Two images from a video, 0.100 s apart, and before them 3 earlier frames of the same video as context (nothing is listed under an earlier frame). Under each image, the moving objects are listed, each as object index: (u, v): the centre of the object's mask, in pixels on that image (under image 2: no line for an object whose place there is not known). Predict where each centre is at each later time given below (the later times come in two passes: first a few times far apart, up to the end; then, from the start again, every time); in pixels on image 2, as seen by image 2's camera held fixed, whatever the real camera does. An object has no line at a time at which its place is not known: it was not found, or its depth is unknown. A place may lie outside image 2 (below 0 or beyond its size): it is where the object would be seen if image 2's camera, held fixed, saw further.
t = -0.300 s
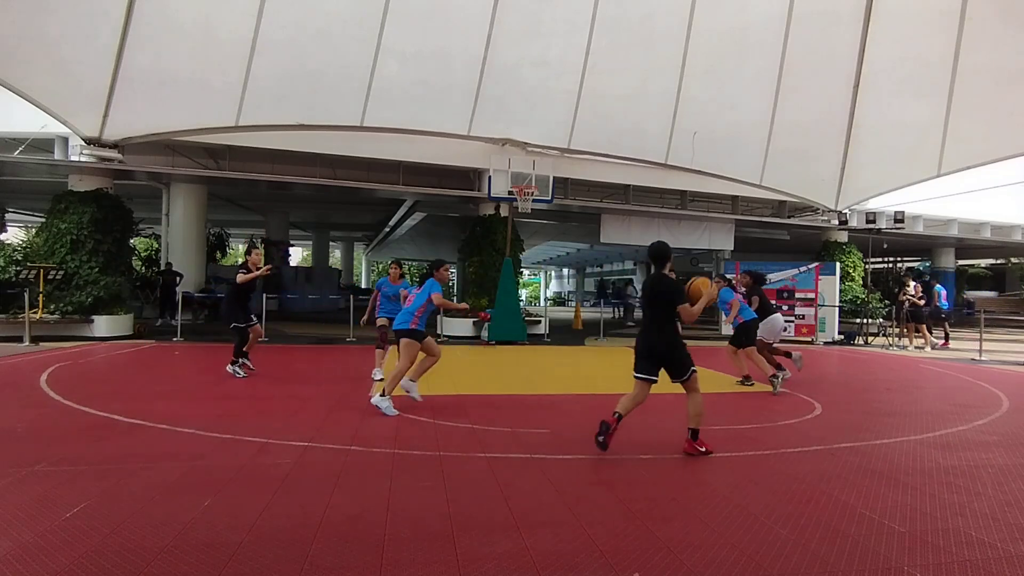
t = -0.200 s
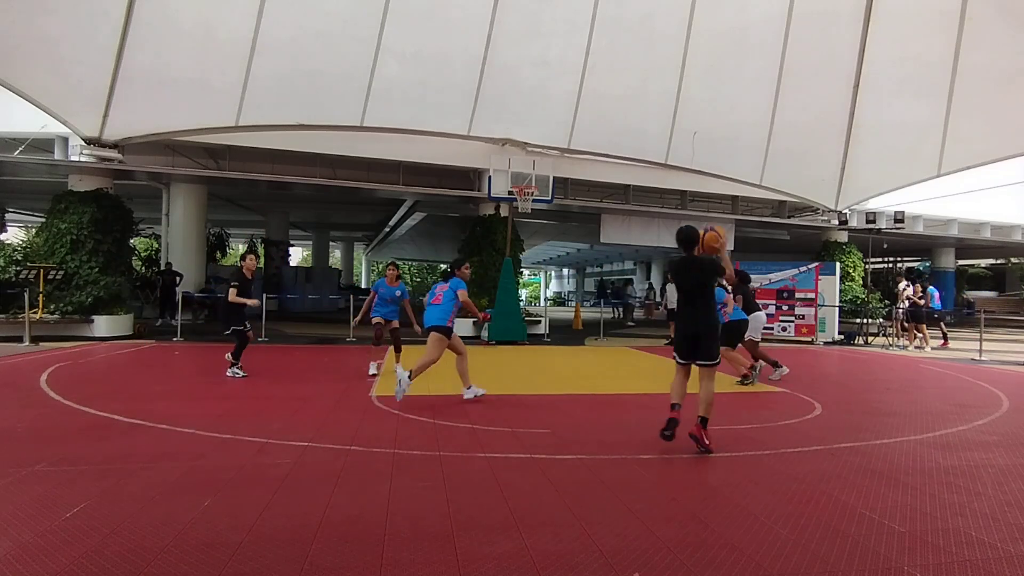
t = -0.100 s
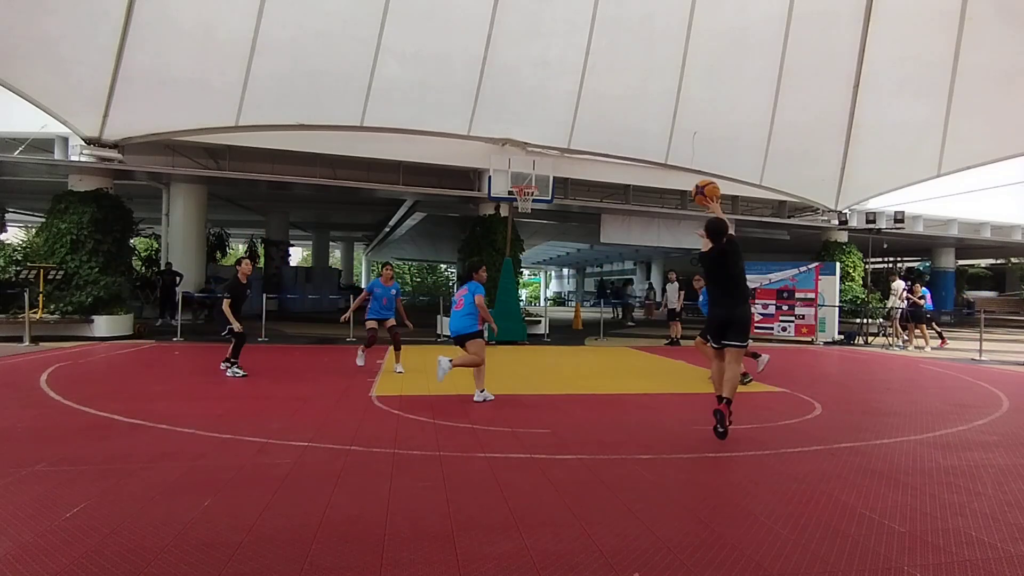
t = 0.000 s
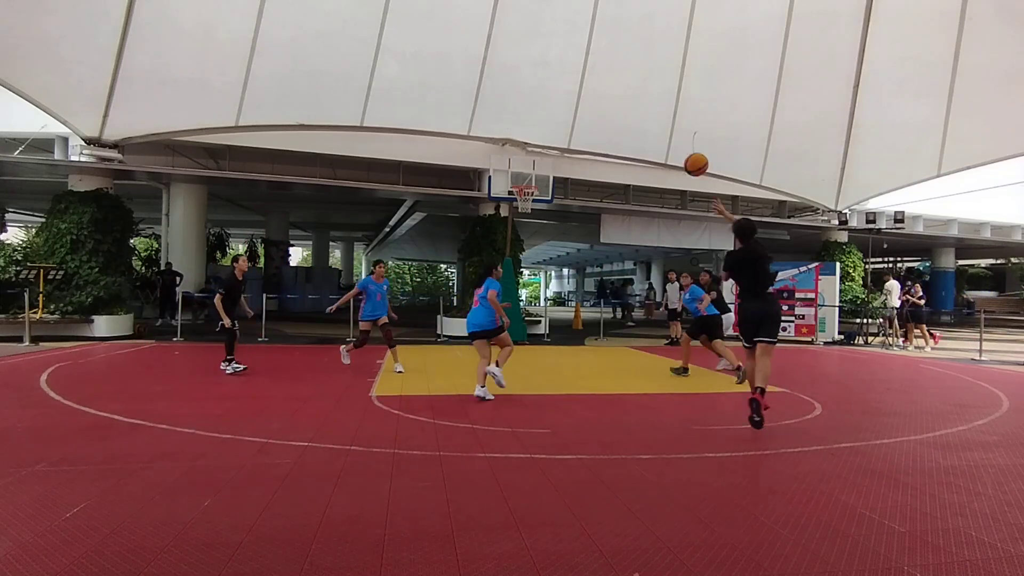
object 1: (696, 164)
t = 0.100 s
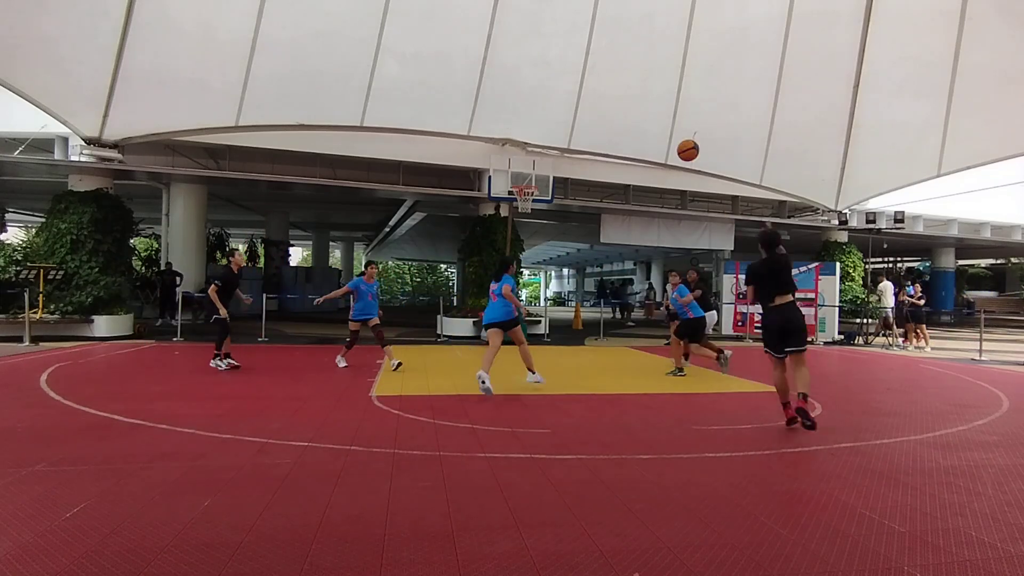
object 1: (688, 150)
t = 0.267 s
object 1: (677, 149)
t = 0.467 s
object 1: (667, 172)
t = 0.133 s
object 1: (686, 148)
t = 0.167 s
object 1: (683, 147)
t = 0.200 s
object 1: (681, 147)
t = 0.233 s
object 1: (679, 147)
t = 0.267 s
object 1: (677, 149)
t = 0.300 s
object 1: (676, 151)
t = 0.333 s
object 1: (674, 154)
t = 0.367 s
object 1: (672, 158)
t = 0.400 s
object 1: (670, 162)
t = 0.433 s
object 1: (669, 167)
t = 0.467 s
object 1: (667, 172)
